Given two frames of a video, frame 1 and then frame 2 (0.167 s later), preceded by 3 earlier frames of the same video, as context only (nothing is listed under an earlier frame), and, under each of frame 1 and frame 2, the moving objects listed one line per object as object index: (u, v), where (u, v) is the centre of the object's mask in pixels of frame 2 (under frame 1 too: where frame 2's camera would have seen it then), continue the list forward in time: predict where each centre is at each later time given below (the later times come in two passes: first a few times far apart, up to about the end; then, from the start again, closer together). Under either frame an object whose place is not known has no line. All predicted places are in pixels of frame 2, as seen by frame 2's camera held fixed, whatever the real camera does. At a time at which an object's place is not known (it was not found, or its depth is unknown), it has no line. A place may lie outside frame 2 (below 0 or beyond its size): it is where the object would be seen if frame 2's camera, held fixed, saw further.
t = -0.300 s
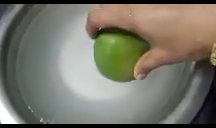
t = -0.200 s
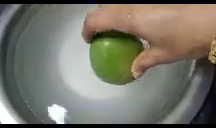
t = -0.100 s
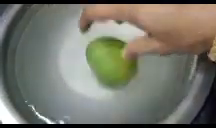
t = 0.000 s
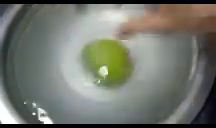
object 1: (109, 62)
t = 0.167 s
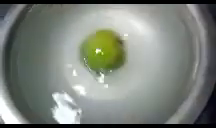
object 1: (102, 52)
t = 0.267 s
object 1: (100, 50)
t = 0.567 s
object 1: (101, 42)
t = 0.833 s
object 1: (109, 40)
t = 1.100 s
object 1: (114, 44)
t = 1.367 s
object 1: (116, 45)
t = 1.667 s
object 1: (117, 53)
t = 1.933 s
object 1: (116, 54)
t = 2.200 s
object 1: (114, 55)
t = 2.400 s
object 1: (111, 57)
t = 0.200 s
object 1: (101, 50)
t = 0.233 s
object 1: (100, 50)
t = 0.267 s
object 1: (100, 50)
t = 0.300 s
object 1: (101, 49)
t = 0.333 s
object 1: (101, 49)
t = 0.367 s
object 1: (100, 48)
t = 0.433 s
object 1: (100, 48)
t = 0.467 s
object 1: (100, 46)
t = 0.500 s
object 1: (101, 45)
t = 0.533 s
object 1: (101, 43)
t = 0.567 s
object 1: (101, 42)
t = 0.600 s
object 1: (103, 42)
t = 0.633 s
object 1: (102, 40)
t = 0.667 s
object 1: (102, 40)
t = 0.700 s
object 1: (103, 41)
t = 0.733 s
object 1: (103, 41)
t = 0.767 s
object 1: (105, 41)
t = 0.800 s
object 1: (107, 40)
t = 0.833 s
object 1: (109, 40)
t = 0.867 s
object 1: (110, 40)
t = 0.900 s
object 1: (110, 40)
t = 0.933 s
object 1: (111, 41)
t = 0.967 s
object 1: (112, 41)
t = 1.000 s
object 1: (112, 43)
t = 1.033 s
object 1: (113, 43)
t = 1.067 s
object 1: (114, 44)
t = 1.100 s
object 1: (114, 44)
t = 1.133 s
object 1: (115, 44)
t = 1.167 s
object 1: (114, 44)
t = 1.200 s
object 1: (115, 44)
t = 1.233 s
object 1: (115, 45)
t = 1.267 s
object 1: (116, 45)
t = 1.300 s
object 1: (116, 45)
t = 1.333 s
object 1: (116, 45)
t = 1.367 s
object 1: (116, 45)
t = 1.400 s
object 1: (116, 45)
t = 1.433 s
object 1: (117, 46)
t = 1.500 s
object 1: (117, 48)
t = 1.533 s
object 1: (117, 49)
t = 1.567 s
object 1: (118, 50)
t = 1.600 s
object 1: (117, 51)
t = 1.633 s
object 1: (117, 52)
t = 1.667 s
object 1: (117, 53)
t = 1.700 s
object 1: (118, 53)
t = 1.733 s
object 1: (118, 54)
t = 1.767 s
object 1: (118, 54)
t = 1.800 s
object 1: (117, 54)
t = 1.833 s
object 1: (116, 54)
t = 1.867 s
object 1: (116, 54)
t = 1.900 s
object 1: (116, 54)
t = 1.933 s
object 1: (116, 54)
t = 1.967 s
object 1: (116, 54)
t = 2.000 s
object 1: (116, 54)
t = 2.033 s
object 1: (116, 55)
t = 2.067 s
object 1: (116, 56)
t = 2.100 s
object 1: (115, 55)
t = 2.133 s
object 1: (115, 55)
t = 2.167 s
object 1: (114, 55)
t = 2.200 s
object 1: (114, 55)
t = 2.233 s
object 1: (112, 55)
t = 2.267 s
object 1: (111, 55)
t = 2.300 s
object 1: (111, 56)
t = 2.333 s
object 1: (112, 56)
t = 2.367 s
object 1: (112, 57)
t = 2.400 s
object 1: (111, 57)
